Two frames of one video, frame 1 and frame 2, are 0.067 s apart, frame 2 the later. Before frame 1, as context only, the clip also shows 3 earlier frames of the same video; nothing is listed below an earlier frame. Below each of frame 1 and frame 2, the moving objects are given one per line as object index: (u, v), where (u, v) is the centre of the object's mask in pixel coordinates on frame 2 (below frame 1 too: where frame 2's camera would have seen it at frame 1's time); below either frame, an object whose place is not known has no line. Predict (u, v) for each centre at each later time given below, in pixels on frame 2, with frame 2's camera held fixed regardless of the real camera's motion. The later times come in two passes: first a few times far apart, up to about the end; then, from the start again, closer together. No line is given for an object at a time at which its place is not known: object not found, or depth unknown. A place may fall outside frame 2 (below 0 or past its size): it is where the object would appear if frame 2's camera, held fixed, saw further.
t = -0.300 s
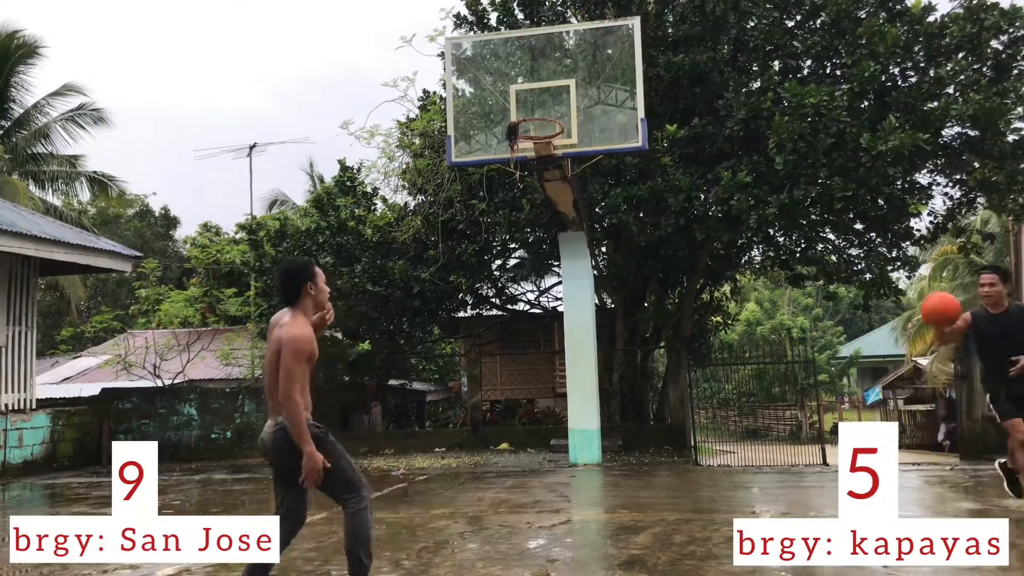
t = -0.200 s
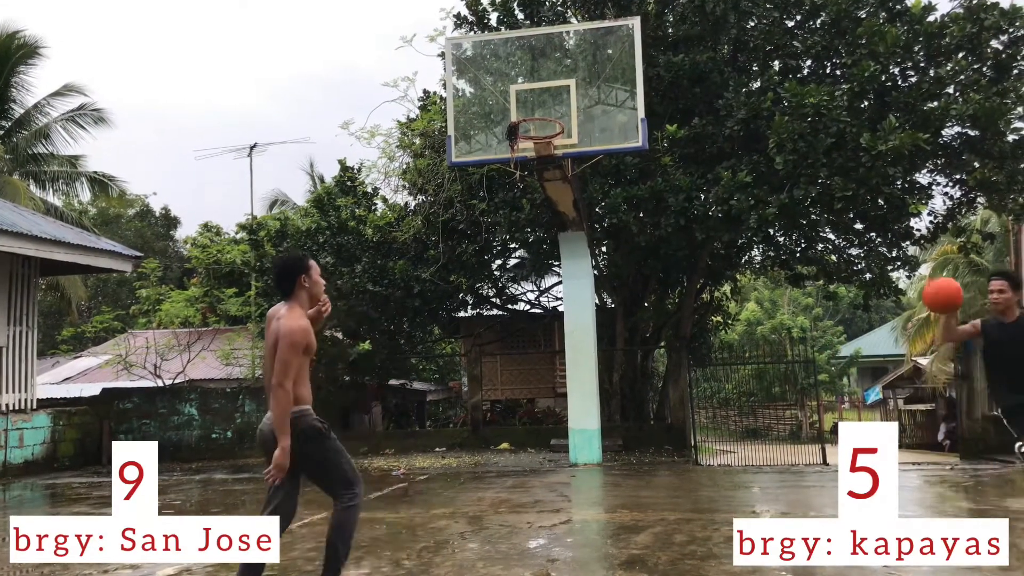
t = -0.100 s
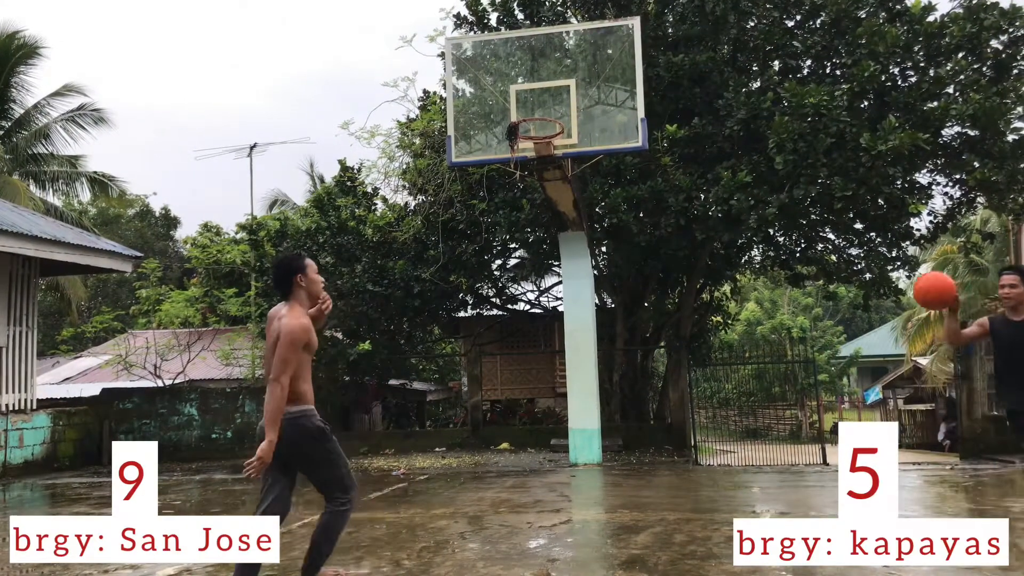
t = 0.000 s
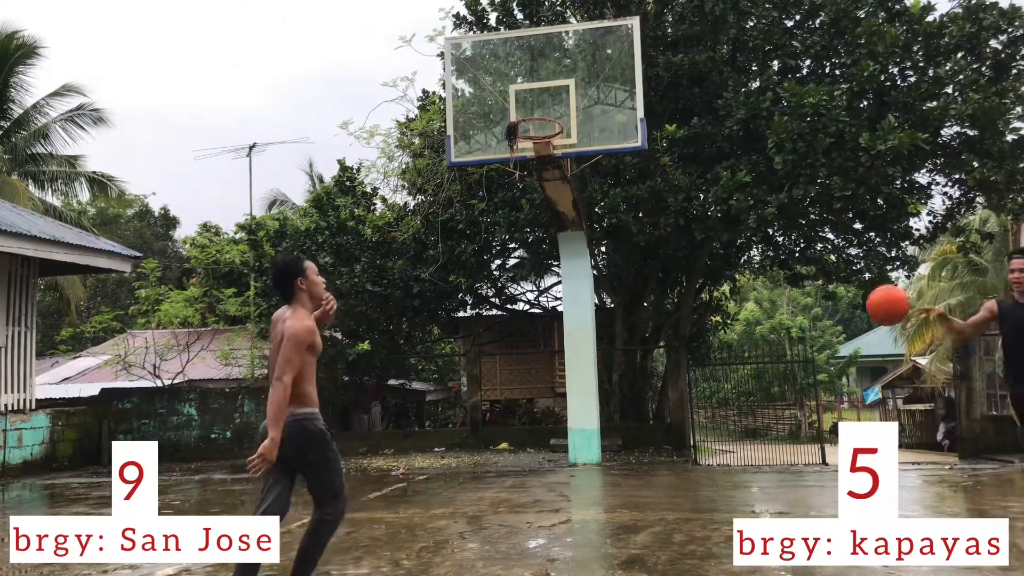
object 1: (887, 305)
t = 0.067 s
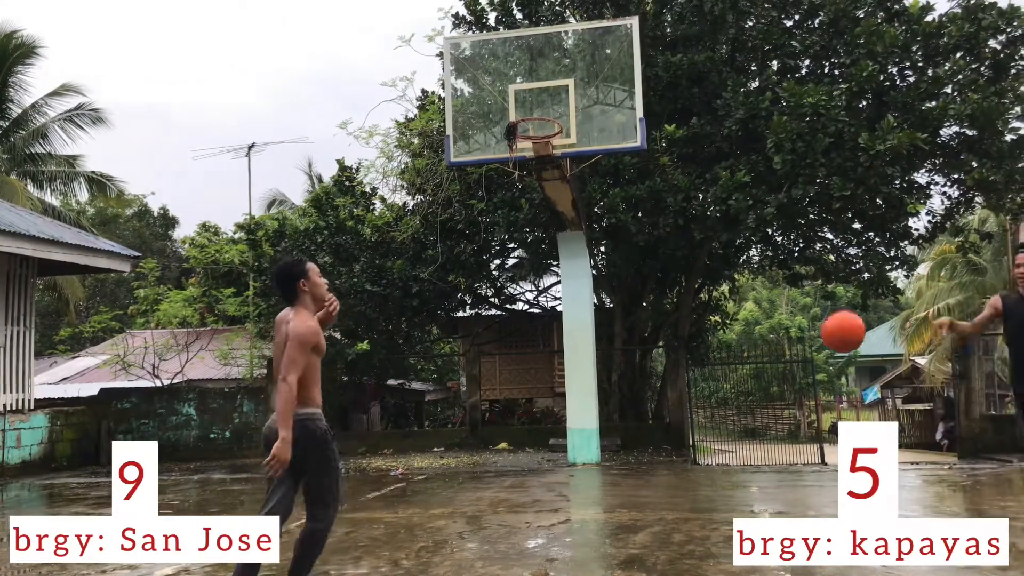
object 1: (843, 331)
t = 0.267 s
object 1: (702, 471)
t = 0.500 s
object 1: (580, 425)
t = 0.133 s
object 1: (798, 369)
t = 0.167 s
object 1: (774, 389)
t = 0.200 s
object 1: (751, 414)
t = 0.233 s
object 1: (727, 441)
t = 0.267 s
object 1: (702, 471)
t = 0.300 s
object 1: (677, 503)
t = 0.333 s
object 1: (652, 540)
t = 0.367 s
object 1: (637, 520)
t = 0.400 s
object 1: (623, 493)
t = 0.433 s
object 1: (609, 469)
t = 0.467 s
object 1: (596, 446)
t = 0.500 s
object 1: (580, 425)
